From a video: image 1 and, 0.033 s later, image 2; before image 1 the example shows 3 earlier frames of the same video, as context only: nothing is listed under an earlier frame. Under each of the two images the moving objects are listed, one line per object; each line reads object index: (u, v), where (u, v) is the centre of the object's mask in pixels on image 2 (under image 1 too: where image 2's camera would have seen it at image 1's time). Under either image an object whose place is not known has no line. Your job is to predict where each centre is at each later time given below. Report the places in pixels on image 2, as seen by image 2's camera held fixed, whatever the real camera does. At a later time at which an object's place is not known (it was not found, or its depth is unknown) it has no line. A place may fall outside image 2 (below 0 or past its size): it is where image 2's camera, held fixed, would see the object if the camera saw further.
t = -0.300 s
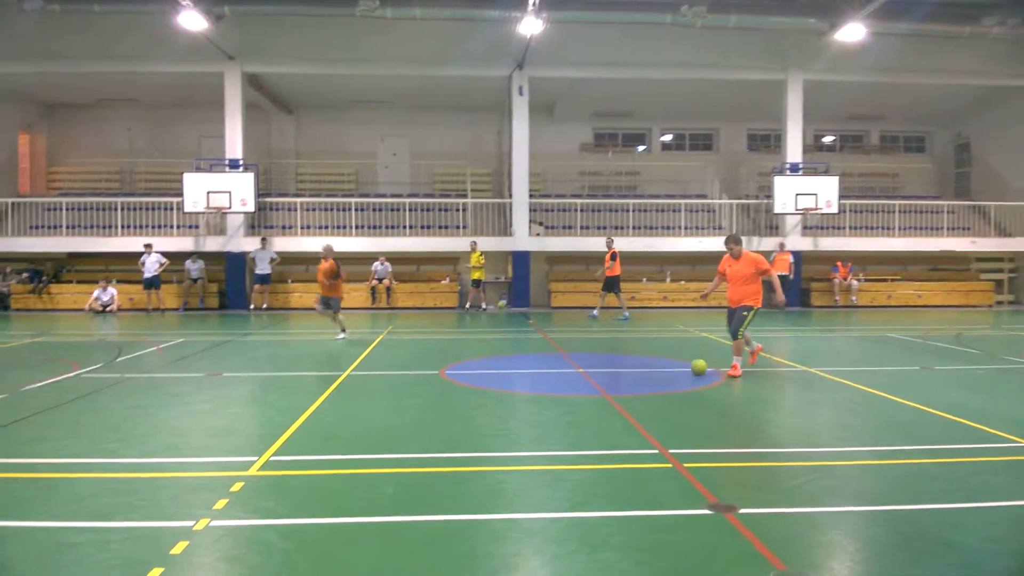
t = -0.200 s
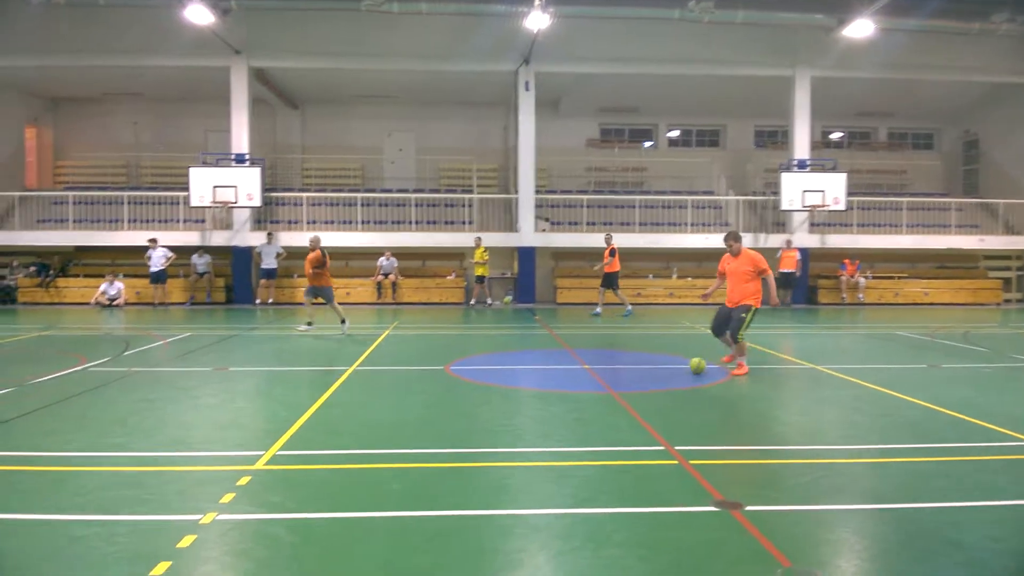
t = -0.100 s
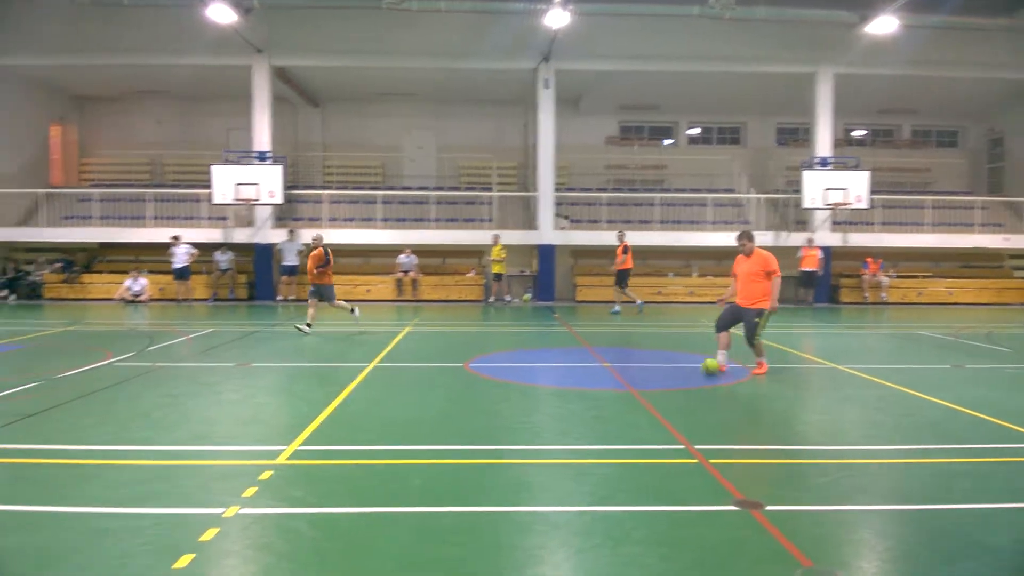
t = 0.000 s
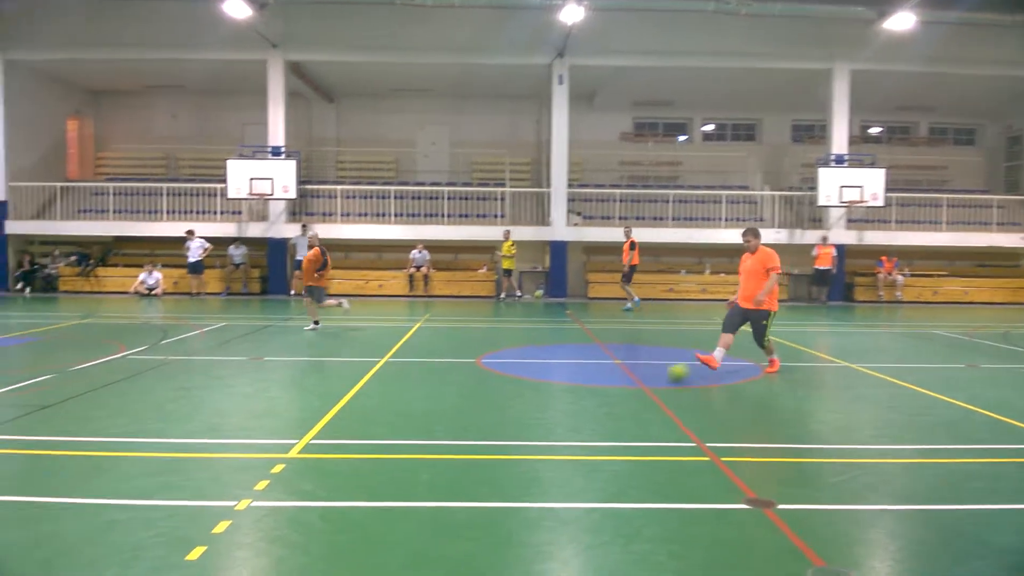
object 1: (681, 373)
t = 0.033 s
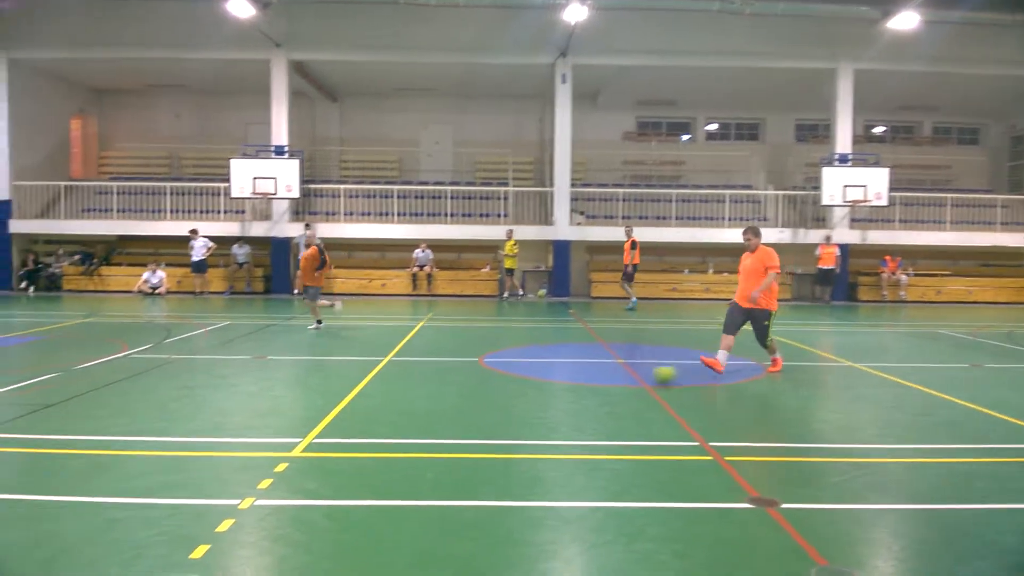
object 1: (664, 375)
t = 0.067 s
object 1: (646, 379)
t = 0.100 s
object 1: (629, 382)
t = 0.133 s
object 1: (611, 386)
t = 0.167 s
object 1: (591, 389)
